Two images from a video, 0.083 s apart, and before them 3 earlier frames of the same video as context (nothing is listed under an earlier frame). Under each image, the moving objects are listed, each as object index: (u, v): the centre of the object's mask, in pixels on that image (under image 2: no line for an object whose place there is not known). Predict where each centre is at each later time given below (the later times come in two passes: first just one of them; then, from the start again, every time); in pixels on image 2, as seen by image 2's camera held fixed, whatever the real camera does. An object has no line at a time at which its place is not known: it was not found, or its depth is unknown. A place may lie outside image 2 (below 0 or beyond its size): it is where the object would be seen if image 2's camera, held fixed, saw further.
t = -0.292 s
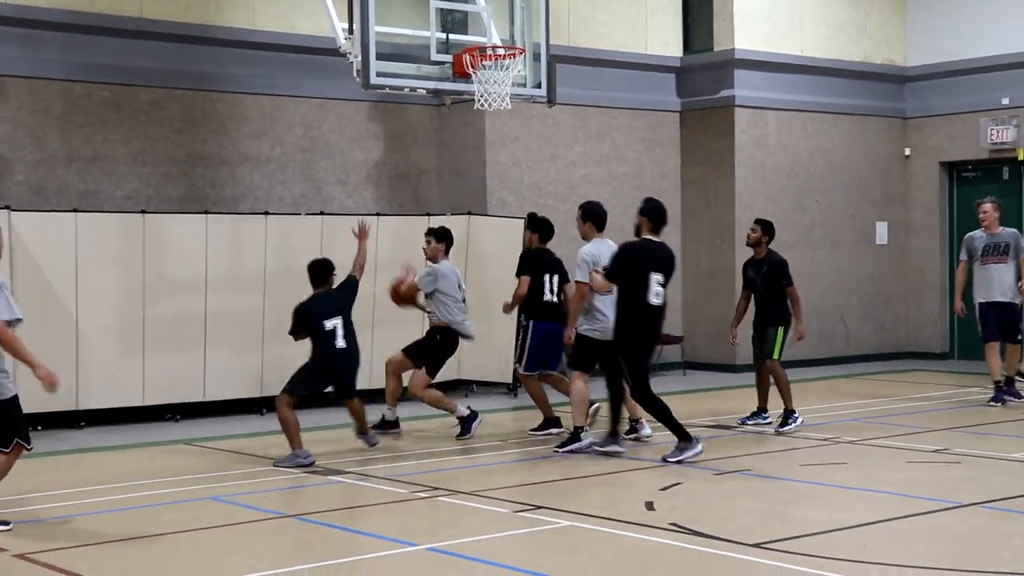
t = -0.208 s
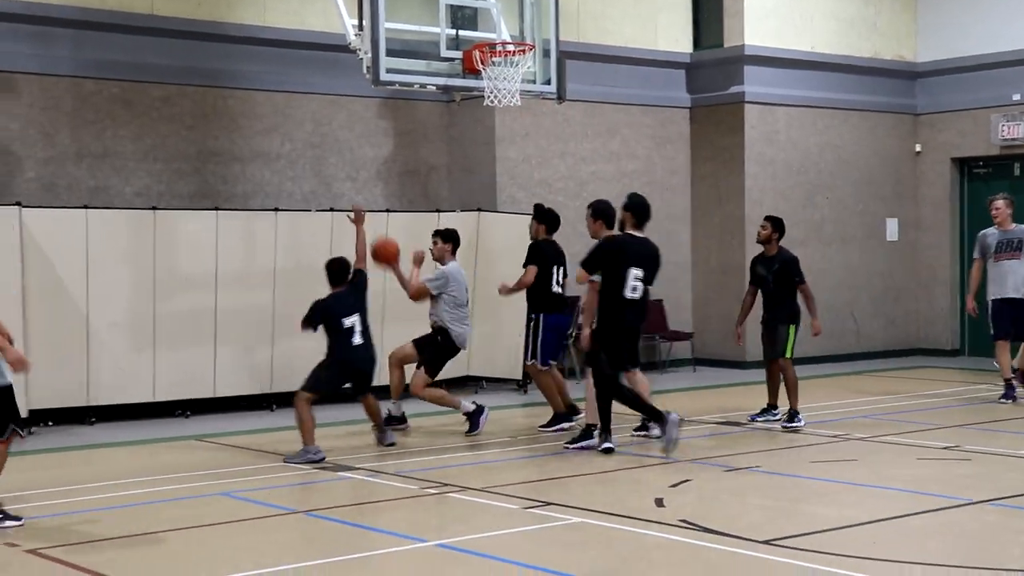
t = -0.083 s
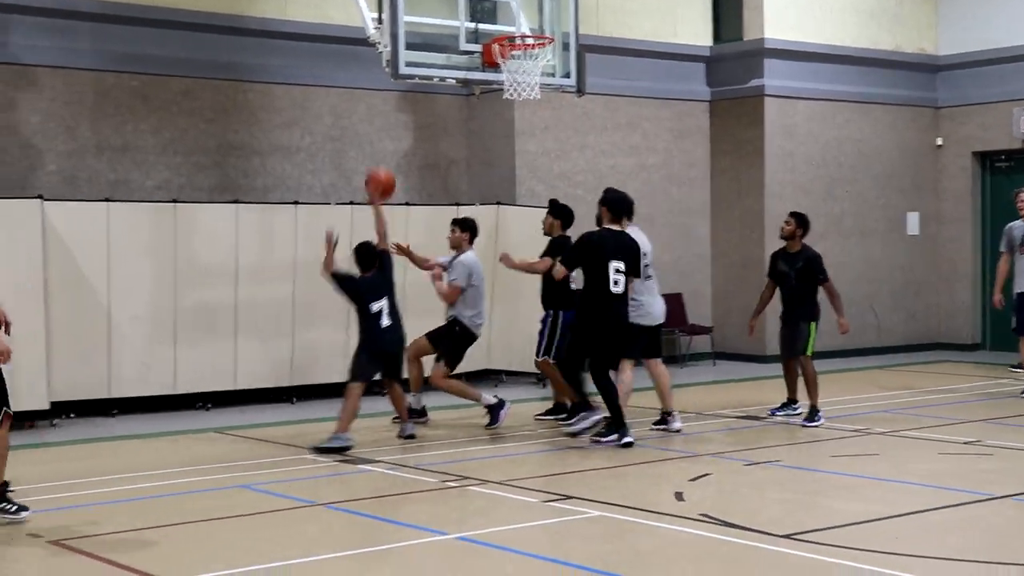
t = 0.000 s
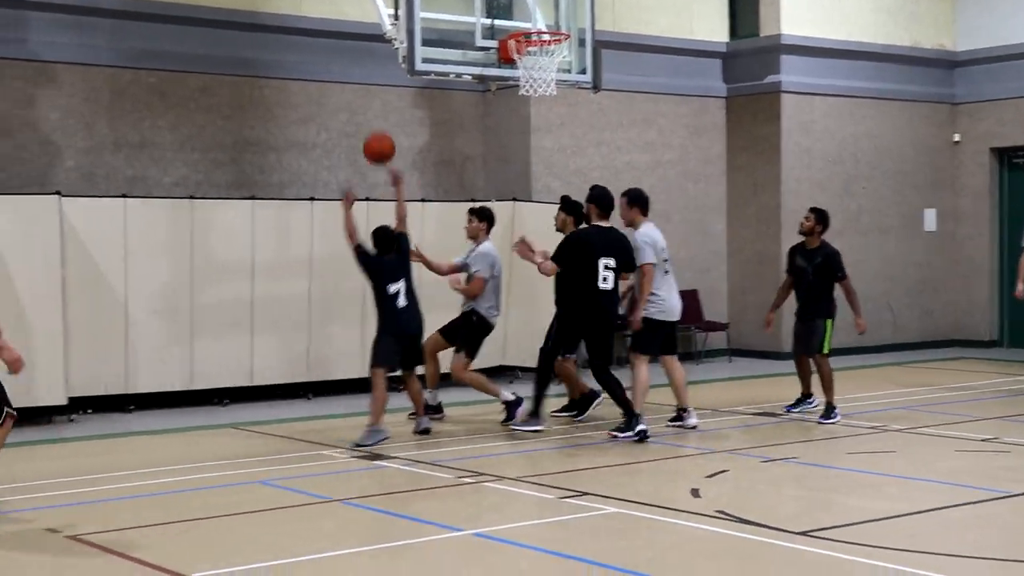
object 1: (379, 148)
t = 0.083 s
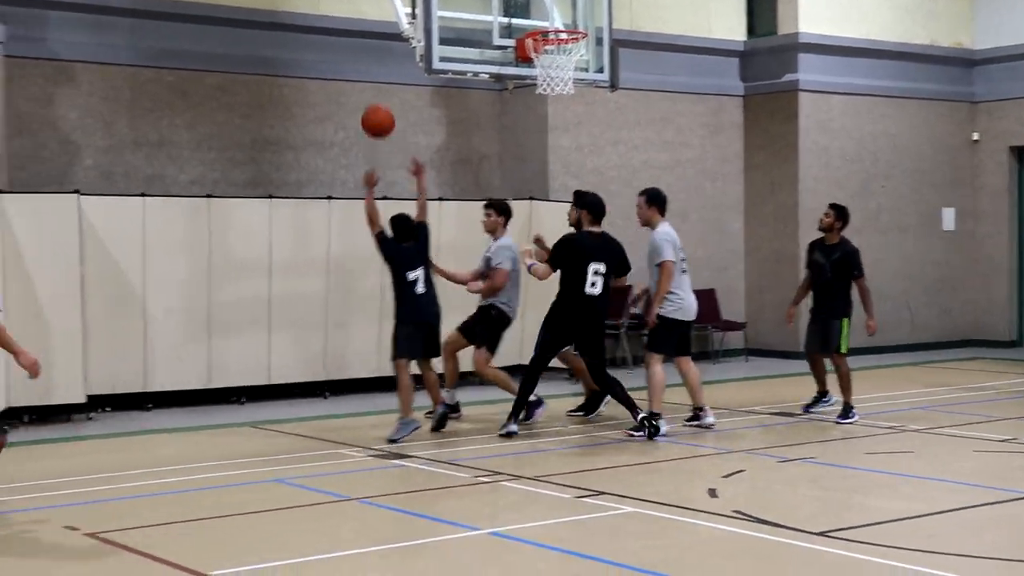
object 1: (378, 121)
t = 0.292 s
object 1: (326, 93)
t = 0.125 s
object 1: (367, 112)
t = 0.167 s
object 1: (357, 105)
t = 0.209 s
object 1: (347, 97)
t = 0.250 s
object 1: (336, 94)
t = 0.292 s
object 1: (326, 93)
